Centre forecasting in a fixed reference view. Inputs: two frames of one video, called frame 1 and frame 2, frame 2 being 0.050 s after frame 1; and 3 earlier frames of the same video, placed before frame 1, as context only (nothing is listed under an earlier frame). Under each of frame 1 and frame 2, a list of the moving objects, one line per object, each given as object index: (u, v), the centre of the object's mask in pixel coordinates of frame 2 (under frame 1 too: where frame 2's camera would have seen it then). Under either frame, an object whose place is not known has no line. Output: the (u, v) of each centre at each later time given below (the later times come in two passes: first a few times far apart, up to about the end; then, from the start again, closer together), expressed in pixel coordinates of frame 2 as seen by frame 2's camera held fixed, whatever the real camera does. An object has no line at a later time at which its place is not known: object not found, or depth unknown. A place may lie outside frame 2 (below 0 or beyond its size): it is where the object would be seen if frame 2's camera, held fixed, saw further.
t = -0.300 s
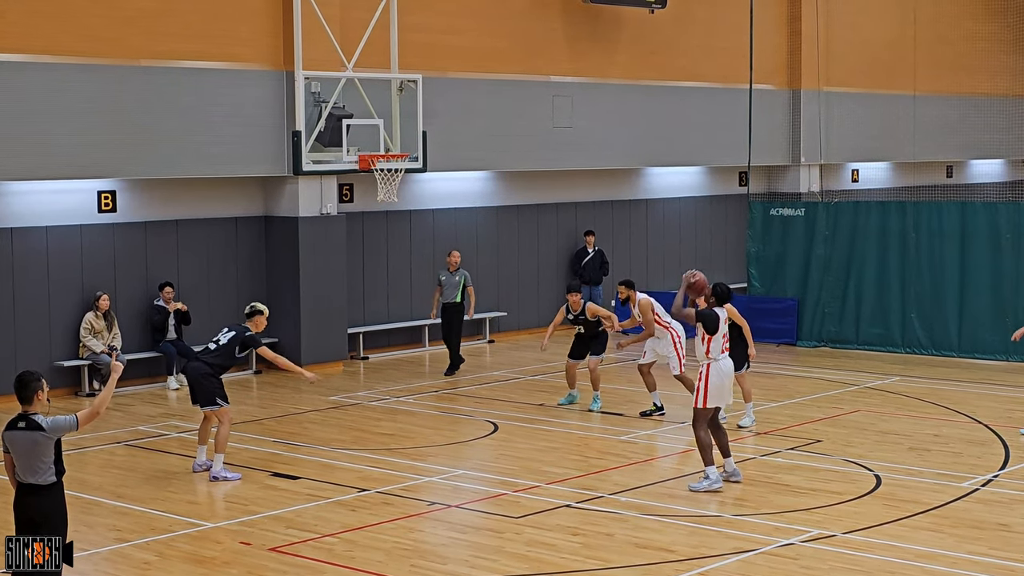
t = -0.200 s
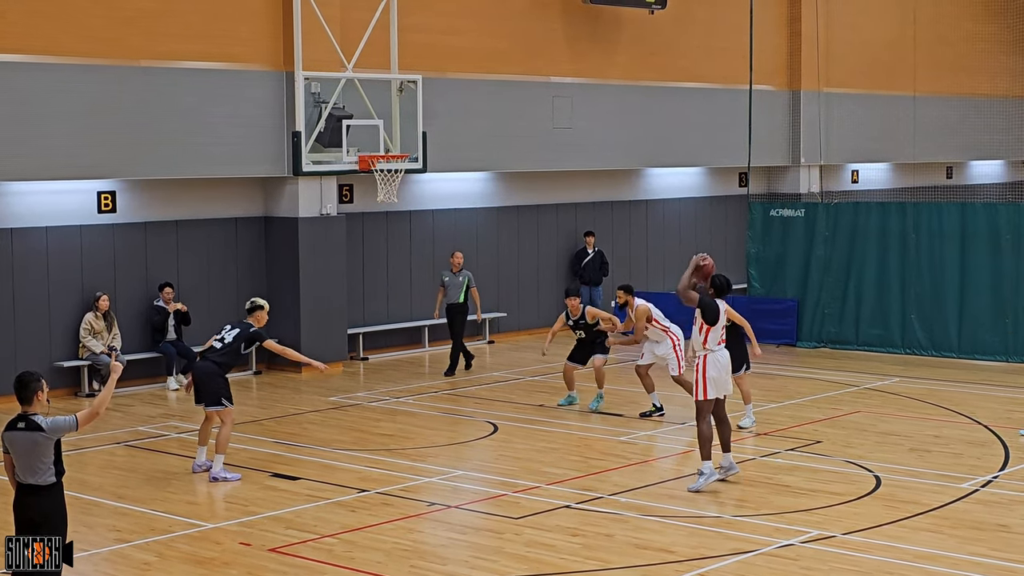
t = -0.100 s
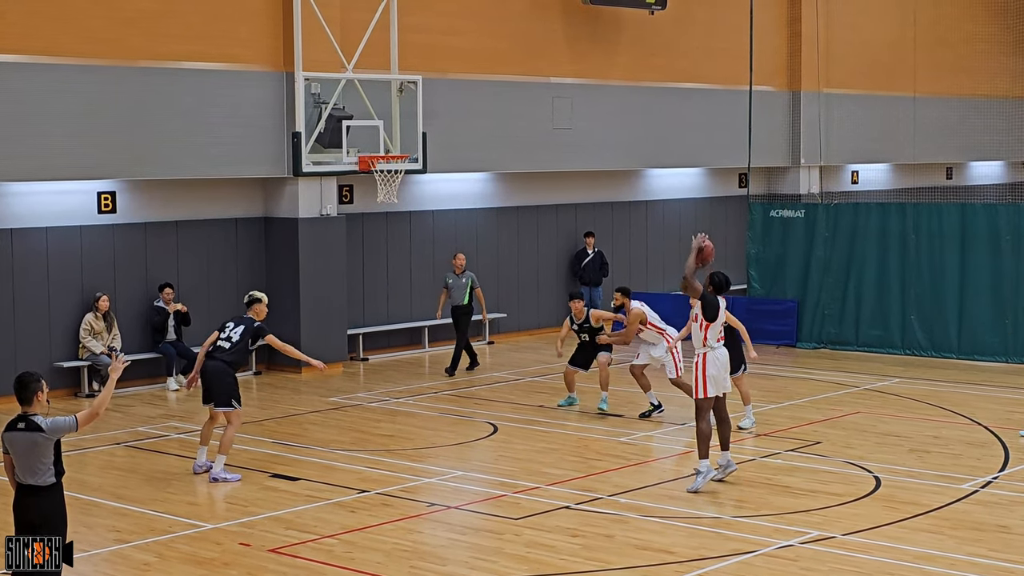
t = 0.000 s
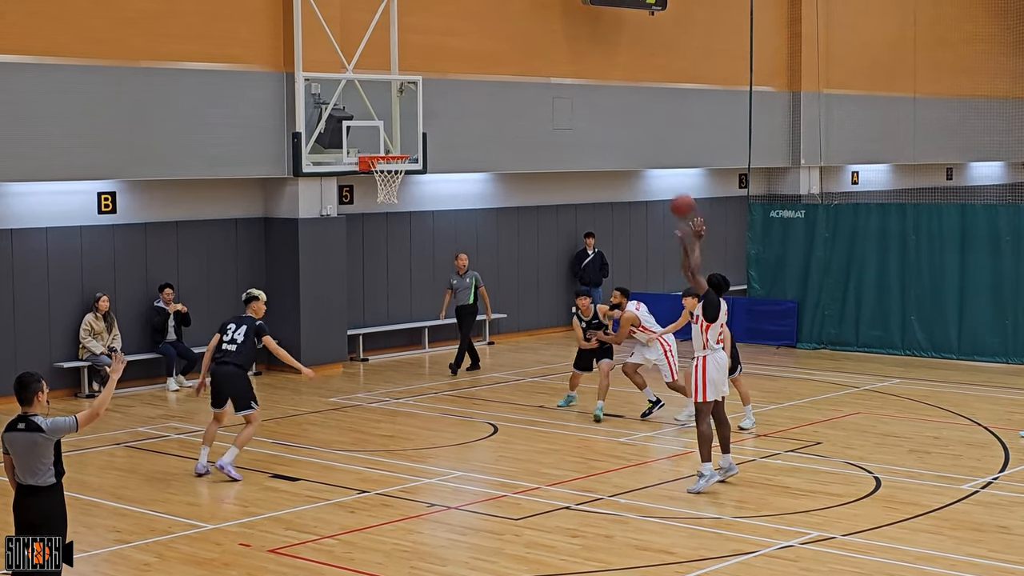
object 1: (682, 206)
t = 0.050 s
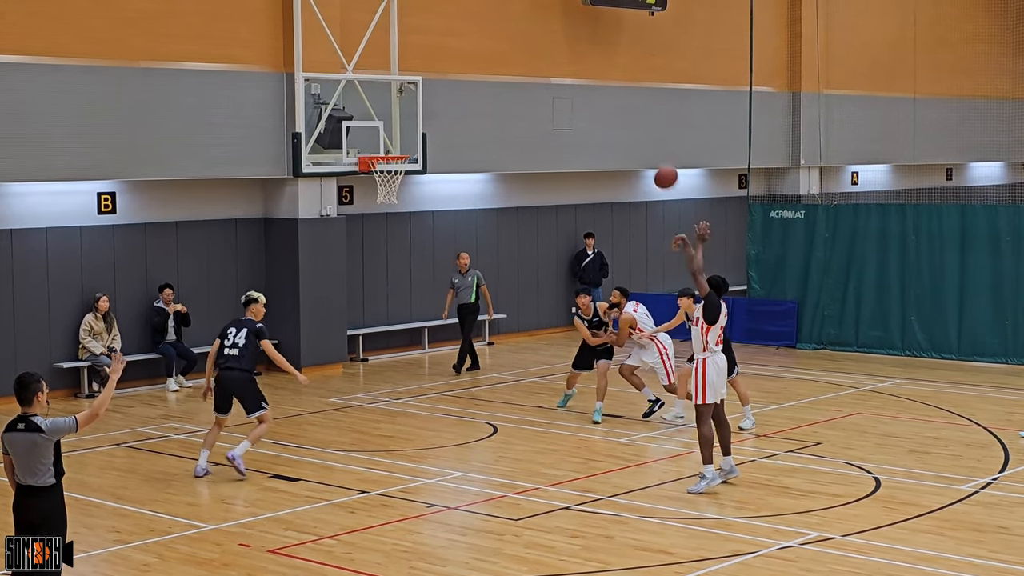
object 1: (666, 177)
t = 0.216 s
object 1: (613, 102)
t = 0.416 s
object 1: (555, 52)
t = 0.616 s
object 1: (501, 43)
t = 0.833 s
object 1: (448, 75)
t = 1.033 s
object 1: (402, 138)
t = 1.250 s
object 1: (368, 195)
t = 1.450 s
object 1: (347, 249)
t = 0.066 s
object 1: (660, 168)
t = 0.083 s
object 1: (655, 159)
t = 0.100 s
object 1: (649, 151)
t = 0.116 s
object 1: (644, 144)
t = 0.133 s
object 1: (639, 136)
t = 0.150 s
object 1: (633, 128)
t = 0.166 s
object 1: (628, 121)
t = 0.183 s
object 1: (623, 115)
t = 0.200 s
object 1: (618, 108)
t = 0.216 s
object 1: (613, 102)
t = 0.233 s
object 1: (608, 97)
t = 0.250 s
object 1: (603, 91)
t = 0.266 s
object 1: (598, 86)
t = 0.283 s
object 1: (593, 81)
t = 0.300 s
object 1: (588, 76)
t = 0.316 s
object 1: (584, 72)
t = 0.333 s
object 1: (579, 68)
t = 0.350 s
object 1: (574, 64)
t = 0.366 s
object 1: (569, 61)
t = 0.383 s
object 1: (564, 58)
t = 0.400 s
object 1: (560, 55)
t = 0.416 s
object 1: (555, 52)
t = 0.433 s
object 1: (550, 50)
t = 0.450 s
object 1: (546, 49)
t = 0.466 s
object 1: (541, 47)
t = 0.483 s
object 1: (537, 45)
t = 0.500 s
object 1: (532, 44)
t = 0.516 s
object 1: (527, 43)
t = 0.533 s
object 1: (523, 43)
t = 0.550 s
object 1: (518, 42)
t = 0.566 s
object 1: (514, 42)
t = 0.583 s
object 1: (510, 43)
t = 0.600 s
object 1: (505, 43)
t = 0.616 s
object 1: (501, 43)
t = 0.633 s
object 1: (497, 44)
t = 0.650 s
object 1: (493, 45)
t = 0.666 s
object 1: (489, 47)
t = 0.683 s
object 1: (484, 49)
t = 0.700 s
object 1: (480, 50)
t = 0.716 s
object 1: (476, 53)
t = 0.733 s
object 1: (472, 55)
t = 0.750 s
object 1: (468, 58)
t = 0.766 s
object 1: (463, 61)
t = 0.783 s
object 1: (460, 64)
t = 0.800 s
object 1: (456, 67)
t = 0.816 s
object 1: (452, 71)
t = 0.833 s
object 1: (448, 75)
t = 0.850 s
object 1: (444, 79)
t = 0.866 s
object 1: (440, 83)
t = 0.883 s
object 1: (436, 88)
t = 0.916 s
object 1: (428, 98)
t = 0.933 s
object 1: (424, 103)
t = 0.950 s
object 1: (421, 108)
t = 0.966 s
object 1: (417, 114)
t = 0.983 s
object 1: (413, 119)
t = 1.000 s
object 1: (409, 126)
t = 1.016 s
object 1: (406, 132)
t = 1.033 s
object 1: (402, 138)
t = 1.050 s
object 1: (398, 144)
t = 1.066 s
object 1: (395, 149)
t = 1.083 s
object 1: (390, 156)
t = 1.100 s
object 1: (387, 166)
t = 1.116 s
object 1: (384, 167)
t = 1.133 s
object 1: (384, 176)
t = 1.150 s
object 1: (379, 180)
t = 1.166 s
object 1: (378, 182)
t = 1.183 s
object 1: (375, 188)
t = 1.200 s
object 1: (373, 188)
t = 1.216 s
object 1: (372, 189)
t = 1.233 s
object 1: (370, 192)
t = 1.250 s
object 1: (368, 195)
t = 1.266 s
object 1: (367, 198)
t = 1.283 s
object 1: (365, 203)
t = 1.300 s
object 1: (363, 207)
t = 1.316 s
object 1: (361, 210)
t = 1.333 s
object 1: (360, 214)
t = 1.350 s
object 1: (358, 219)
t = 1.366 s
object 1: (357, 223)
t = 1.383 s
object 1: (355, 228)
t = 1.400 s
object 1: (353, 233)
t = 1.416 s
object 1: (351, 238)
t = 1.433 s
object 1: (349, 243)
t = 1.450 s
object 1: (347, 249)
